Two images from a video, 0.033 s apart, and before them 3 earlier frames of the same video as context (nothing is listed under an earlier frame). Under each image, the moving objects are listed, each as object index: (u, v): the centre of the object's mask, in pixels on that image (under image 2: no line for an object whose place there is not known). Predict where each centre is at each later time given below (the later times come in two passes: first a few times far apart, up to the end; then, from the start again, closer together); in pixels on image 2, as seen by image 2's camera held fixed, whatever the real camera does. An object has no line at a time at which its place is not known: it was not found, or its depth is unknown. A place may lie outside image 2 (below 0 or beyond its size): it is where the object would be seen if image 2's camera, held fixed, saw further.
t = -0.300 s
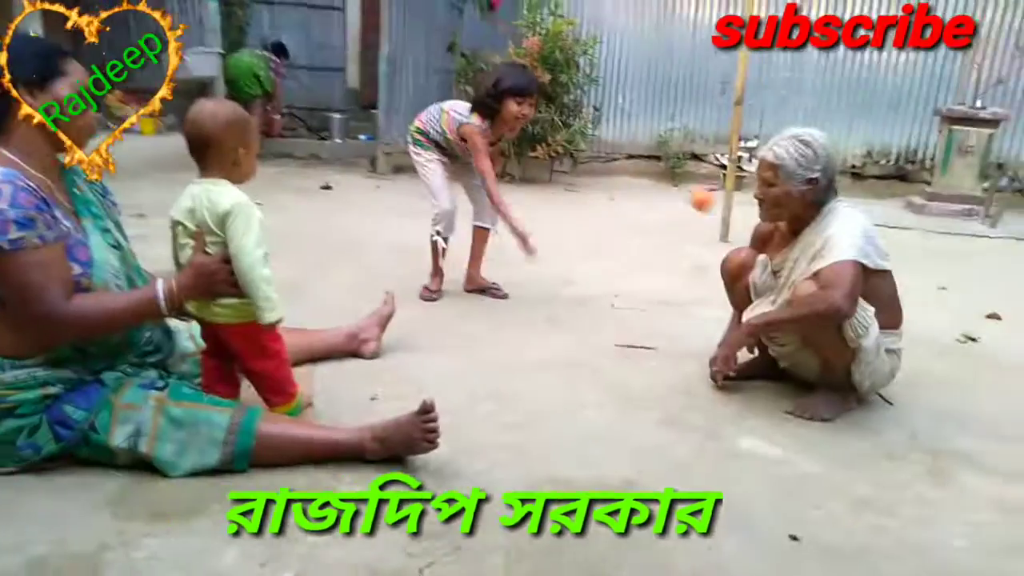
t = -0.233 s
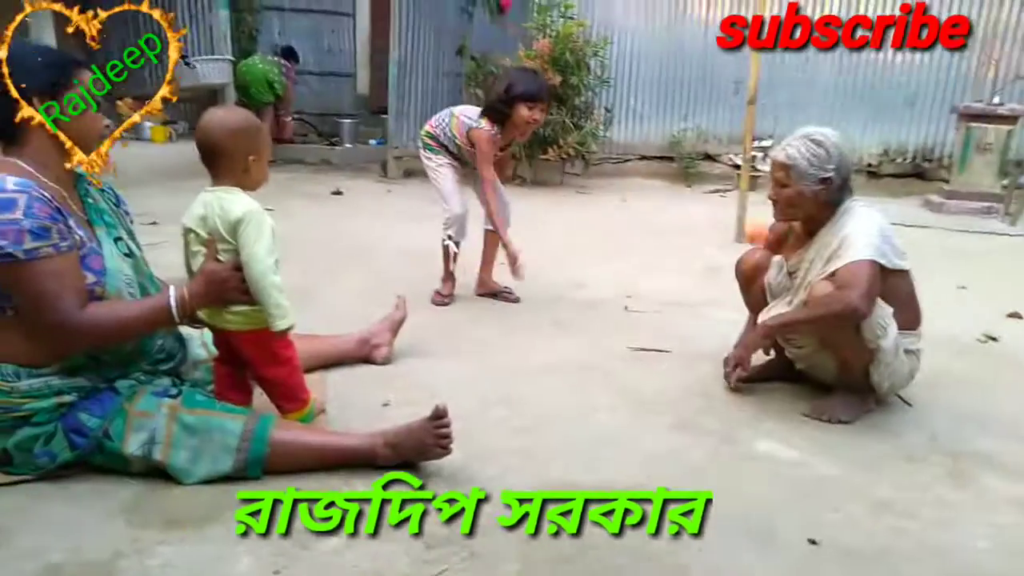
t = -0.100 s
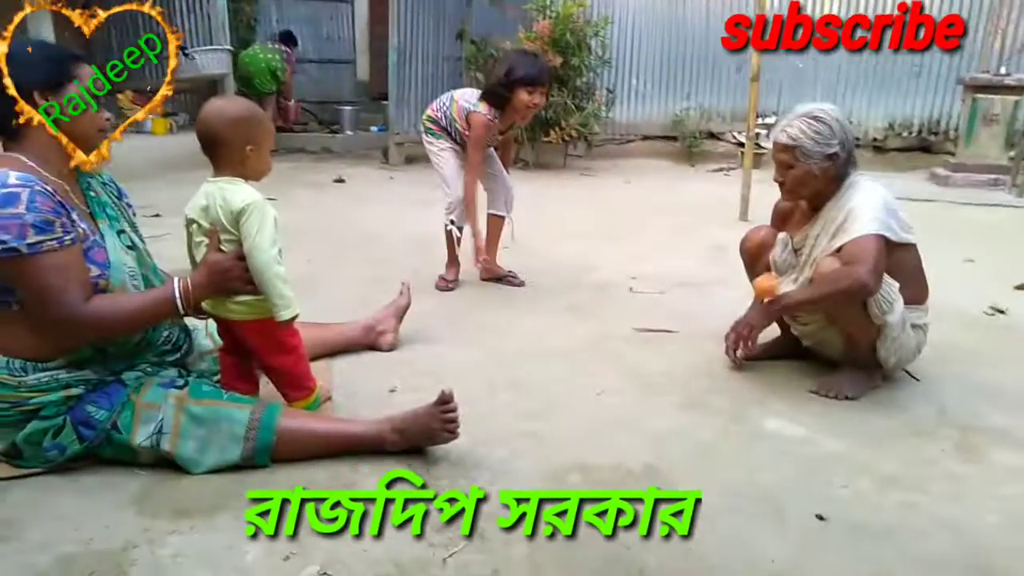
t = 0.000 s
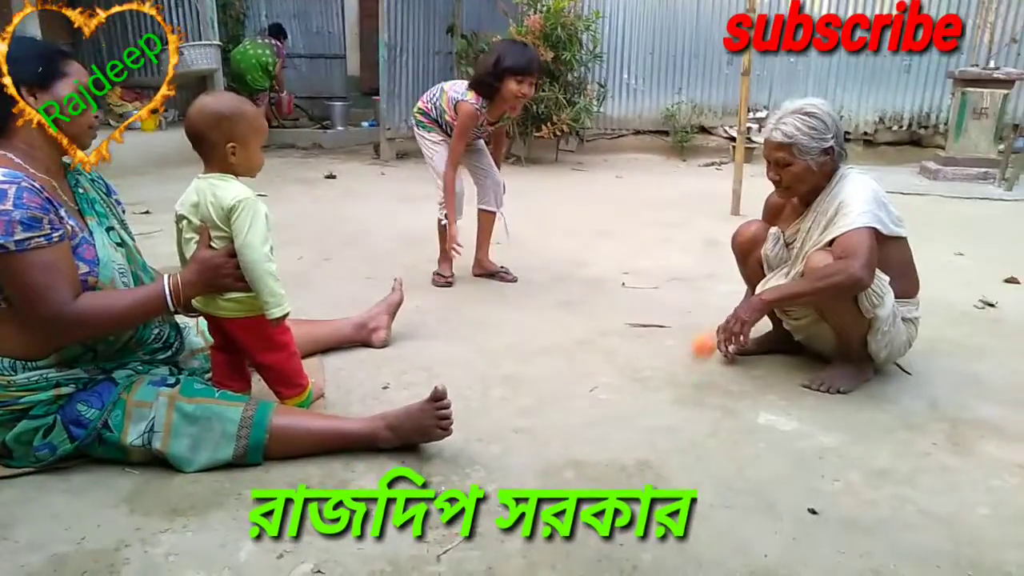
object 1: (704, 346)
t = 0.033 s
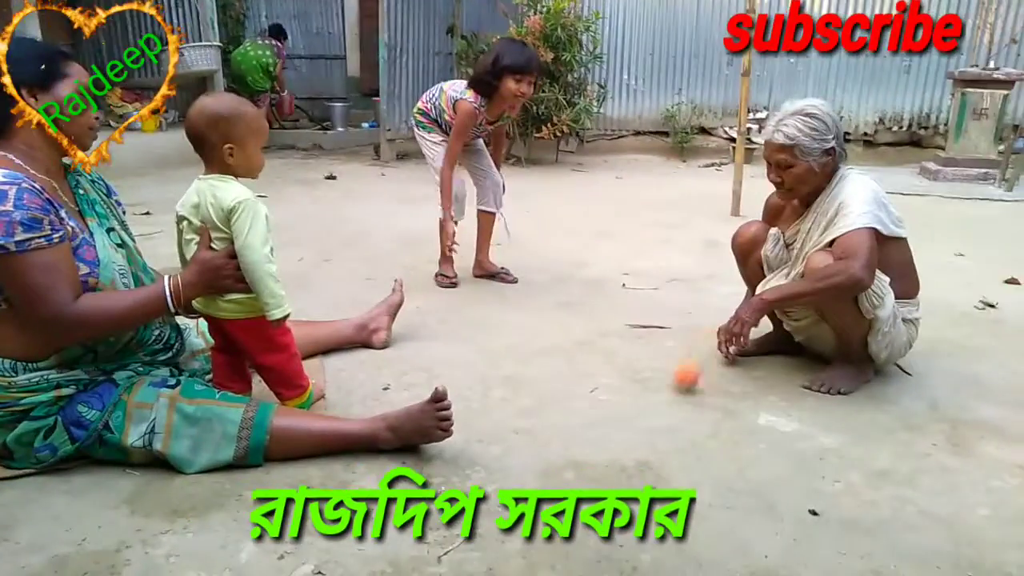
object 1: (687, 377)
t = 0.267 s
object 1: (614, 328)
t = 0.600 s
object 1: (505, 361)
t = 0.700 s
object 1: (475, 376)
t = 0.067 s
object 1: (677, 362)
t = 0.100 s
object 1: (667, 346)
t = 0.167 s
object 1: (646, 327)
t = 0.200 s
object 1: (635, 323)
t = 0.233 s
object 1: (624, 323)
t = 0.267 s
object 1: (614, 328)
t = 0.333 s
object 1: (594, 348)
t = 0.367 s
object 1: (583, 364)
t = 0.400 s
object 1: (572, 382)
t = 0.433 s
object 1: (562, 370)
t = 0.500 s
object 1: (539, 355)
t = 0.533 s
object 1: (528, 353)
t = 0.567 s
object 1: (517, 356)
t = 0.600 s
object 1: (505, 361)
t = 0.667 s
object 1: (485, 386)
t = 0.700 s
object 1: (475, 376)
